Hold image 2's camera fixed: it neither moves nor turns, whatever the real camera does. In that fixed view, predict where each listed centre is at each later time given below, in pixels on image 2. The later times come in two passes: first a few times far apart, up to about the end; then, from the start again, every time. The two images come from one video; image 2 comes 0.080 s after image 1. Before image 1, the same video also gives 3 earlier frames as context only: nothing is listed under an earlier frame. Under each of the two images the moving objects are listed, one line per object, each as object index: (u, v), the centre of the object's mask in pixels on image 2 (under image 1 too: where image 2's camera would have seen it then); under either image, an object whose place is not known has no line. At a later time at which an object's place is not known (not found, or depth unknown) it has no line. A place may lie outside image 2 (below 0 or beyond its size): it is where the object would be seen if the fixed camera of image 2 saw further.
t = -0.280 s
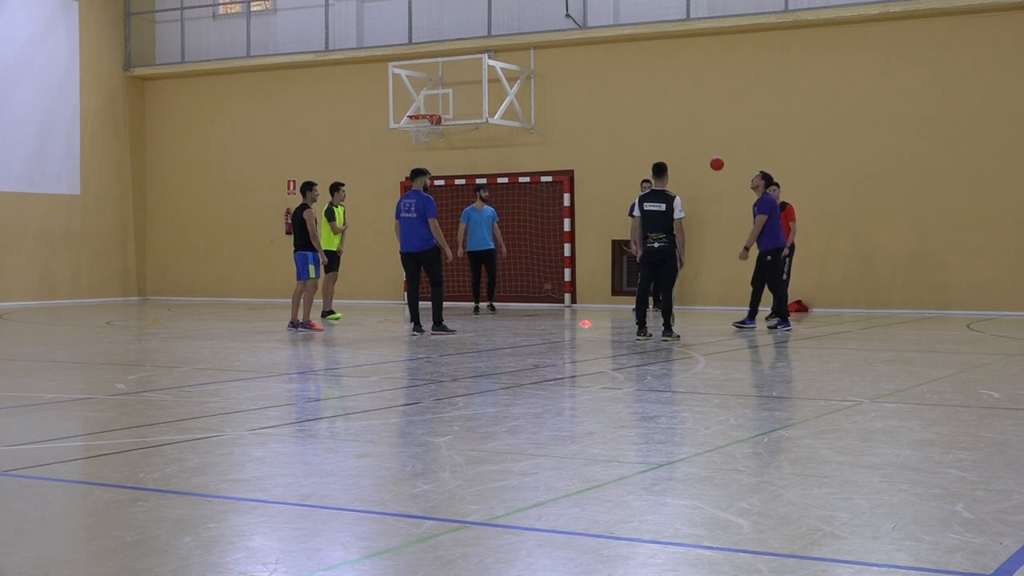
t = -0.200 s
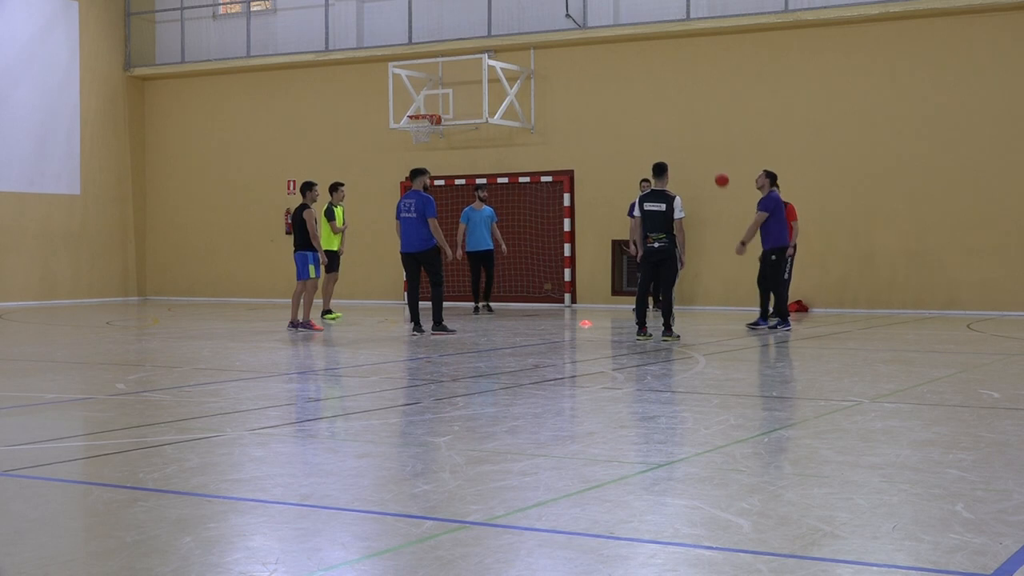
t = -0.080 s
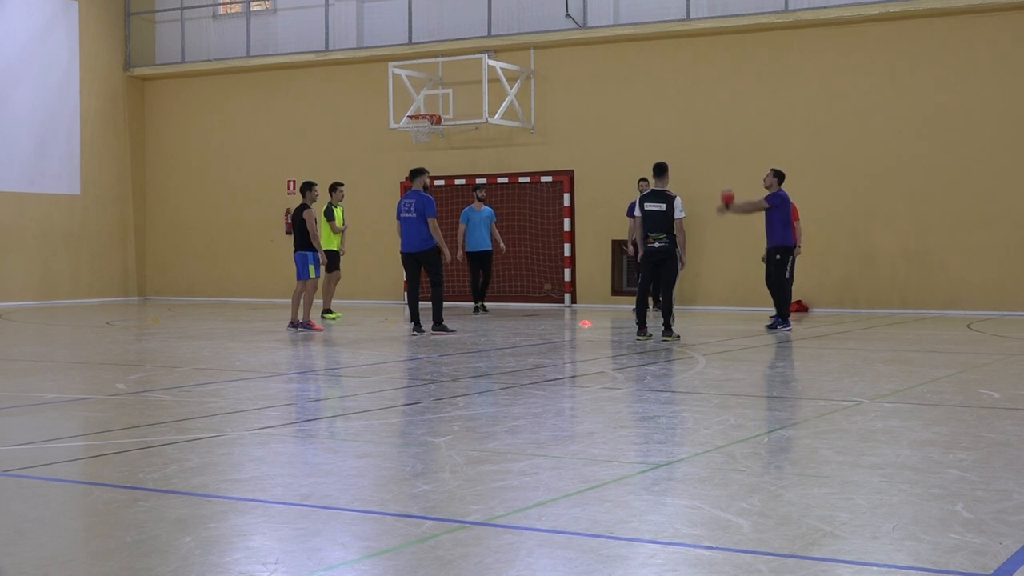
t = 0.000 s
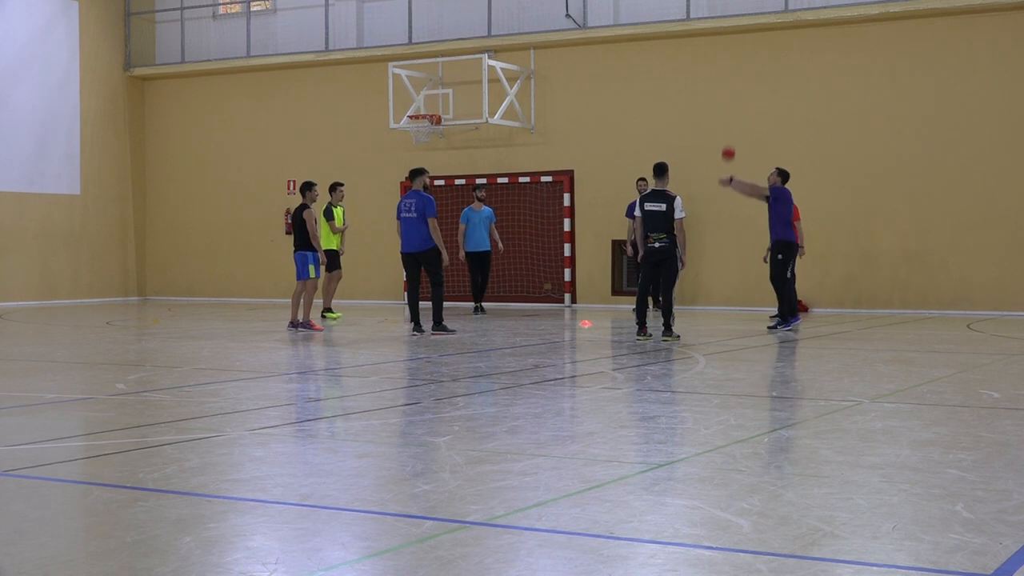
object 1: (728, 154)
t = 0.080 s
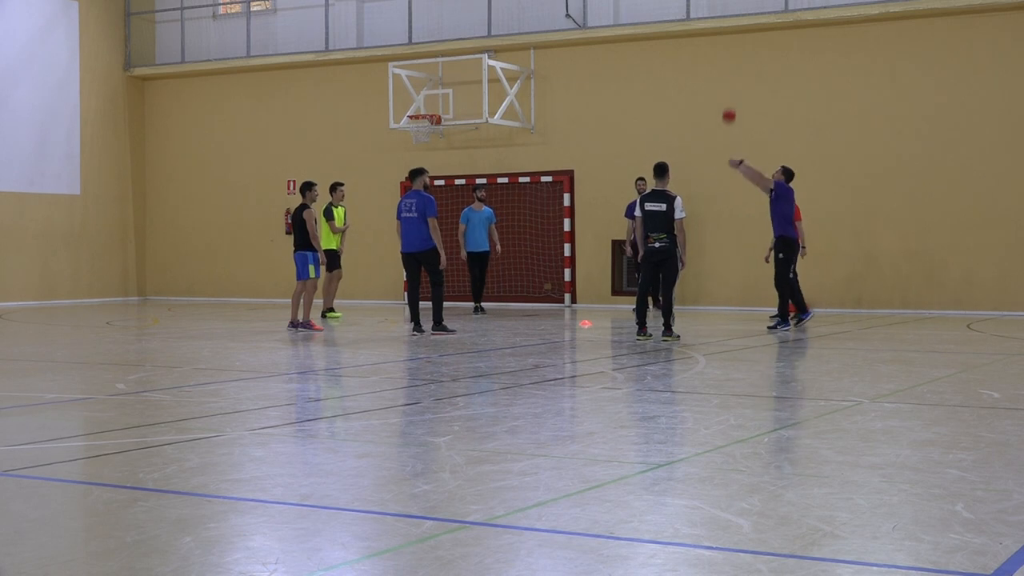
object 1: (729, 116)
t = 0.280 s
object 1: (729, 49)
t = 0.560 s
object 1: (730, 17)
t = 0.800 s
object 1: (730, 39)
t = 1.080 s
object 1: (730, 114)
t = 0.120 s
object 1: (729, 99)
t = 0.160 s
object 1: (729, 84)
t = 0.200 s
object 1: (729, 71)
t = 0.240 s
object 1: (729, 60)
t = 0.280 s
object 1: (729, 49)
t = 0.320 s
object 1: (729, 40)
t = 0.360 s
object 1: (729, 33)
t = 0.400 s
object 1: (729, 28)
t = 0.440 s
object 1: (729, 23)
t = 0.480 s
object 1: (730, 20)
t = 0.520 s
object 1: (730, 18)
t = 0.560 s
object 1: (730, 17)
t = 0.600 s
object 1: (730, 18)
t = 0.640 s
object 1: (730, 20)
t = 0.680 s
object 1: (730, 22)
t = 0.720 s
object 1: (730, 27)
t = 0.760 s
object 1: (730, 32)
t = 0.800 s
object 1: (730, 39)
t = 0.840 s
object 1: (730, 47)
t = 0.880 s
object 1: (730, 56)
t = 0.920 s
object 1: (730, 65)
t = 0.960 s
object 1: (731, 76)
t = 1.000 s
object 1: (730, 88)
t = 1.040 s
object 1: (730, 100)
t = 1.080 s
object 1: (730, 114)
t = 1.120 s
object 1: (730, 129)
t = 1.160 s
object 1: (730, 144)
